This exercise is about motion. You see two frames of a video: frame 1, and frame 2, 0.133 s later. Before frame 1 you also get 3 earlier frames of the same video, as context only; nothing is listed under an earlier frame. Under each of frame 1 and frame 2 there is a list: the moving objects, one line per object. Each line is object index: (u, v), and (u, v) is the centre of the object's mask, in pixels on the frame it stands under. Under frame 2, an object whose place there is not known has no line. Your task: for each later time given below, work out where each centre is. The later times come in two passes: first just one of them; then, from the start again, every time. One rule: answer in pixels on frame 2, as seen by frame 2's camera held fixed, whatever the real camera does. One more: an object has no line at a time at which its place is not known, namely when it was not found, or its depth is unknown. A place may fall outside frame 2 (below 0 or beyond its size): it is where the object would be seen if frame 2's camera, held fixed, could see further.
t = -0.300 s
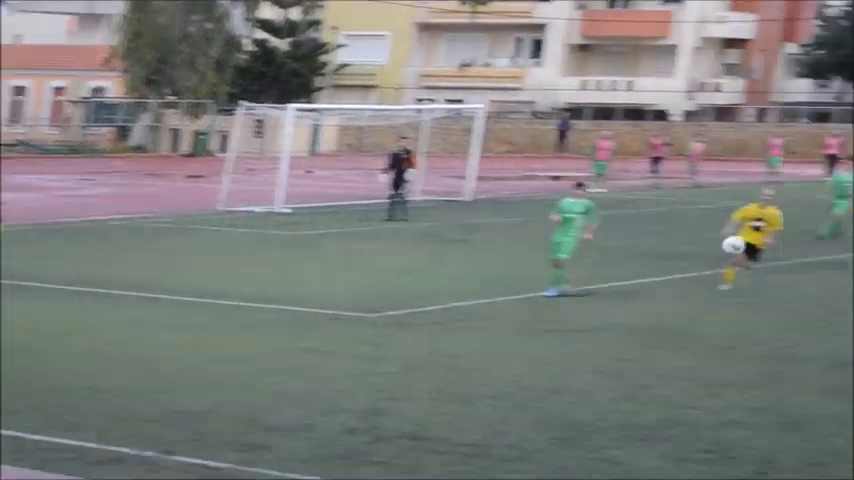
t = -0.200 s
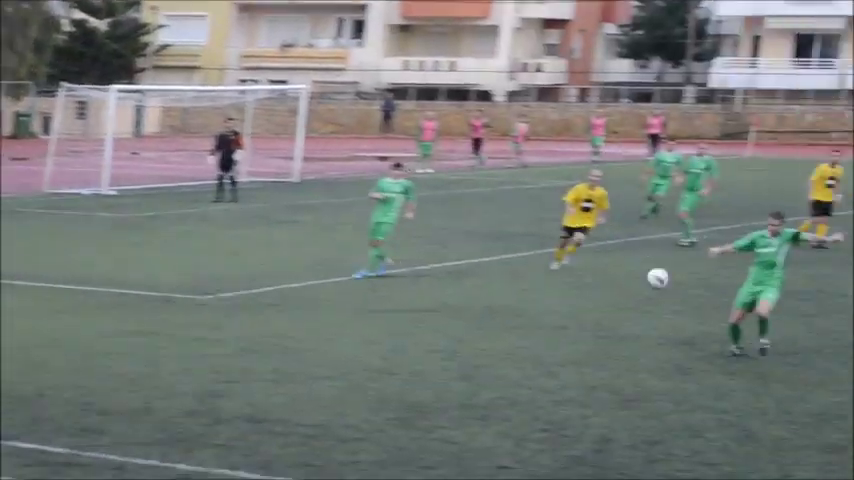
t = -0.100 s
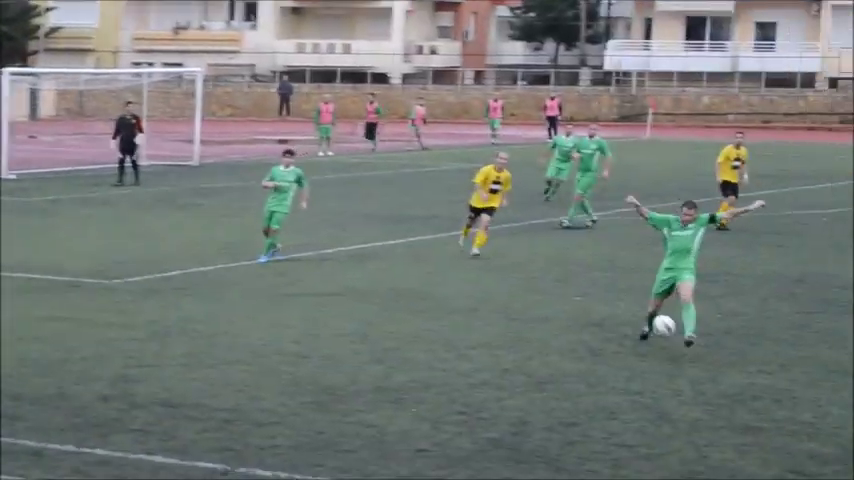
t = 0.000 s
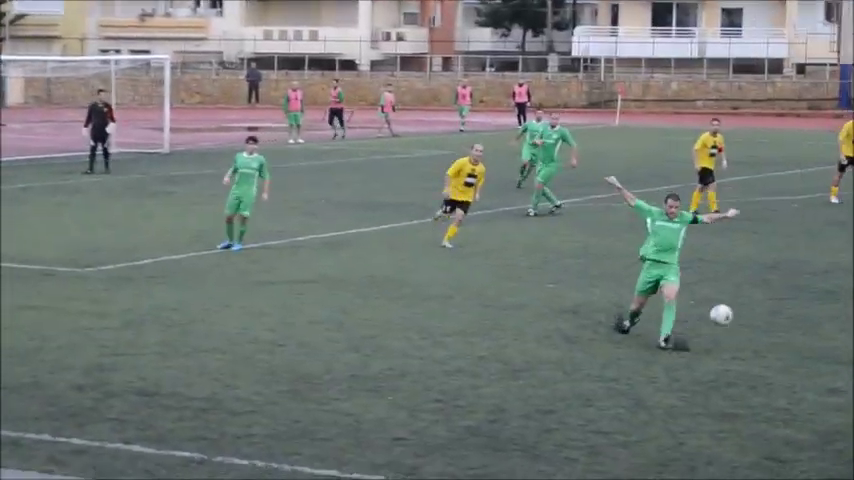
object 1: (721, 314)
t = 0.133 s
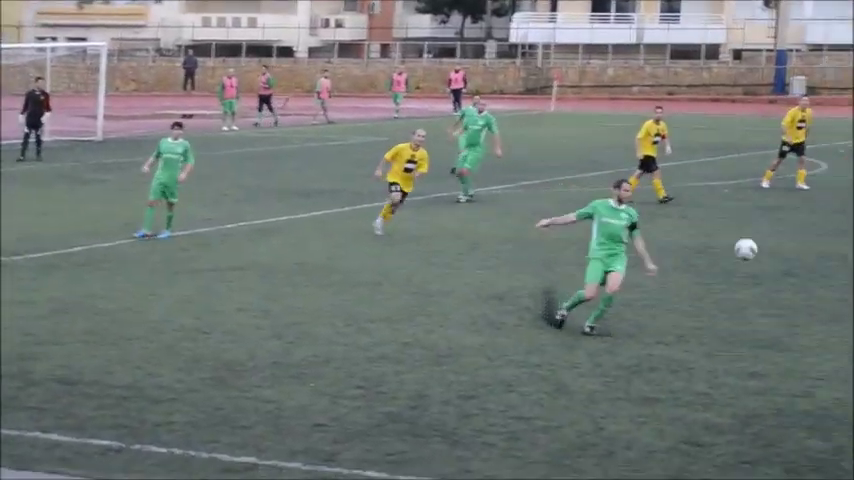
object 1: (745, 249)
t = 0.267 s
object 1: (845, 214)
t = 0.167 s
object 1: (768, 239)
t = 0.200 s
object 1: (793, 230)
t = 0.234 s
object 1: (819, 222)
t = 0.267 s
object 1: (845, 214)
